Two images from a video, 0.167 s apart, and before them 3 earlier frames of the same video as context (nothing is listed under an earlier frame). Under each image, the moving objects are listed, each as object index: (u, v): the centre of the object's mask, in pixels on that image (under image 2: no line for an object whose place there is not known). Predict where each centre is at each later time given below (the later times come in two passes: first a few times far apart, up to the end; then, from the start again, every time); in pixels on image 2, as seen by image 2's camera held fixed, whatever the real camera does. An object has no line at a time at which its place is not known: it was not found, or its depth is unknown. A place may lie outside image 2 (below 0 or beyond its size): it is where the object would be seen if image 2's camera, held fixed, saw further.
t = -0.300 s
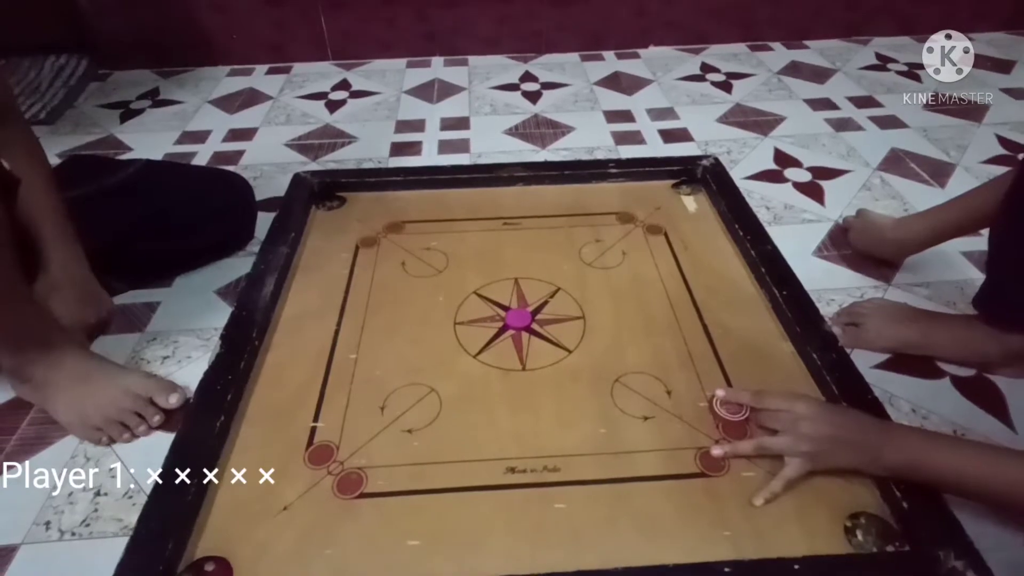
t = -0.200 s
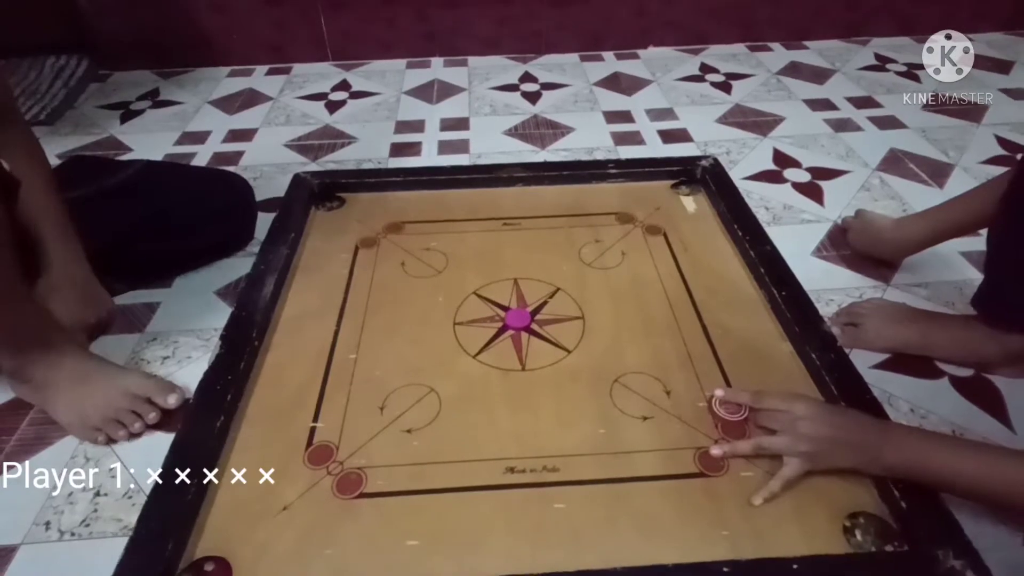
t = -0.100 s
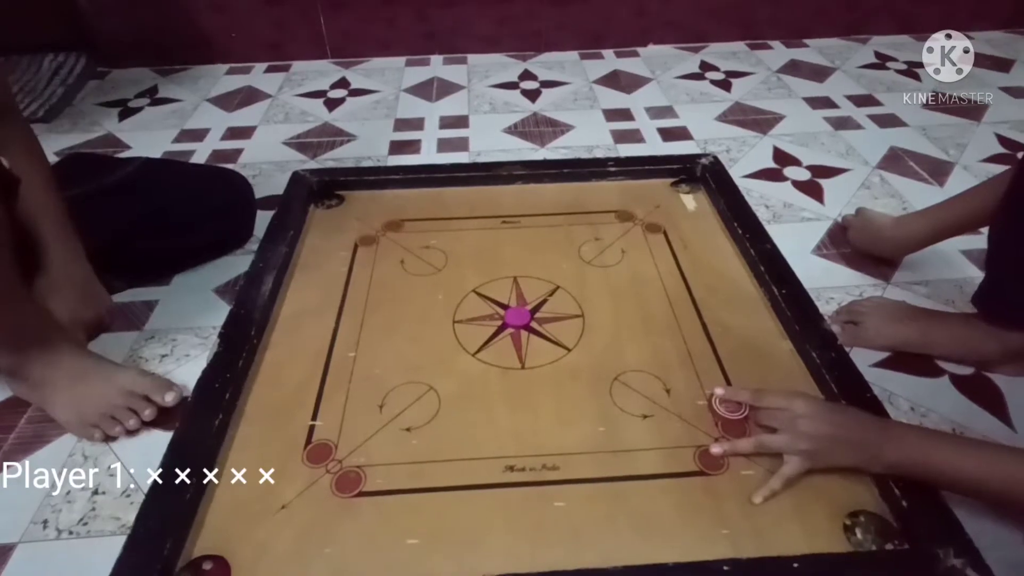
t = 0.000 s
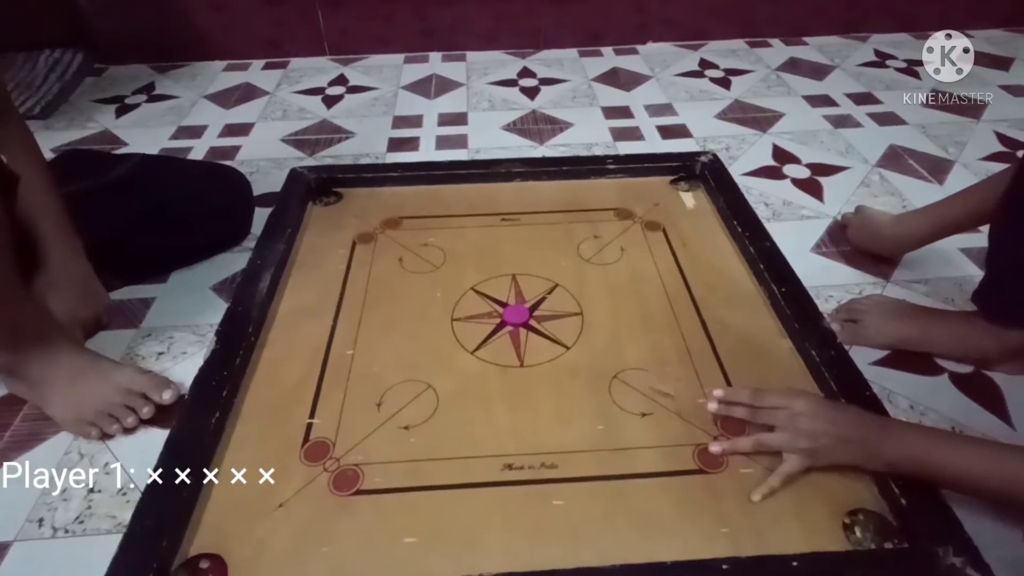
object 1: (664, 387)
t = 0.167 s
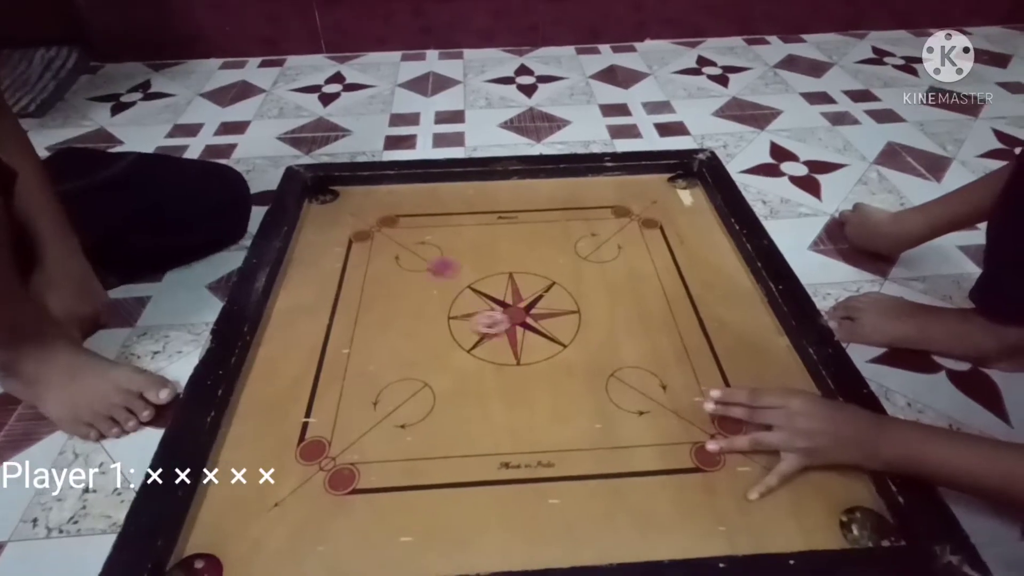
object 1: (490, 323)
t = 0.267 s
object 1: (430, 315)
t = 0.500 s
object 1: (323, 300)
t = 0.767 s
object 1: (301, 288)
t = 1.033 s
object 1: (325, 284)
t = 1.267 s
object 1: (336, 282)
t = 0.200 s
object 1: (470, 321)
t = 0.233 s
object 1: (450, 318)
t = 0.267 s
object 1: (430, 315)
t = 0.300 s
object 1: (410, 312)
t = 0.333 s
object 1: (392, 309)
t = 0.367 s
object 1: (376, 307)
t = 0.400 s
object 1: (360, 305)
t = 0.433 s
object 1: (347, 303)
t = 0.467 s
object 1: (333, 302)
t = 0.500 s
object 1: (323, 300)
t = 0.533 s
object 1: (314, 298)
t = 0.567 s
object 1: (308, 296)
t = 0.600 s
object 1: (299, 294)
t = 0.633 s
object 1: (293, 292)
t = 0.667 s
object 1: (289, 290)
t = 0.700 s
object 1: (293, 289)
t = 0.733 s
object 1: (297, 289)
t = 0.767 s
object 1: (301, 288)
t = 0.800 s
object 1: (305, 287)
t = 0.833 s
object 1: (310, 286)
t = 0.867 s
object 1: (312, 286)
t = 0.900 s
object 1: (315, 285)
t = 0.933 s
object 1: (318, 285)
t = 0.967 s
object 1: (320, 284)
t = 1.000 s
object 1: (322, 284)
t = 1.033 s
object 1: (325, 284)
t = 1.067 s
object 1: (327, 283)
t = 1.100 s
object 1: (329, 283)
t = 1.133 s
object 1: (330, 283)
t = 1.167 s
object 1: (333, 282)
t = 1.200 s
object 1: (334, 282)
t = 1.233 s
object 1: (335, 282)
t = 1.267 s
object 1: (336, 282)
